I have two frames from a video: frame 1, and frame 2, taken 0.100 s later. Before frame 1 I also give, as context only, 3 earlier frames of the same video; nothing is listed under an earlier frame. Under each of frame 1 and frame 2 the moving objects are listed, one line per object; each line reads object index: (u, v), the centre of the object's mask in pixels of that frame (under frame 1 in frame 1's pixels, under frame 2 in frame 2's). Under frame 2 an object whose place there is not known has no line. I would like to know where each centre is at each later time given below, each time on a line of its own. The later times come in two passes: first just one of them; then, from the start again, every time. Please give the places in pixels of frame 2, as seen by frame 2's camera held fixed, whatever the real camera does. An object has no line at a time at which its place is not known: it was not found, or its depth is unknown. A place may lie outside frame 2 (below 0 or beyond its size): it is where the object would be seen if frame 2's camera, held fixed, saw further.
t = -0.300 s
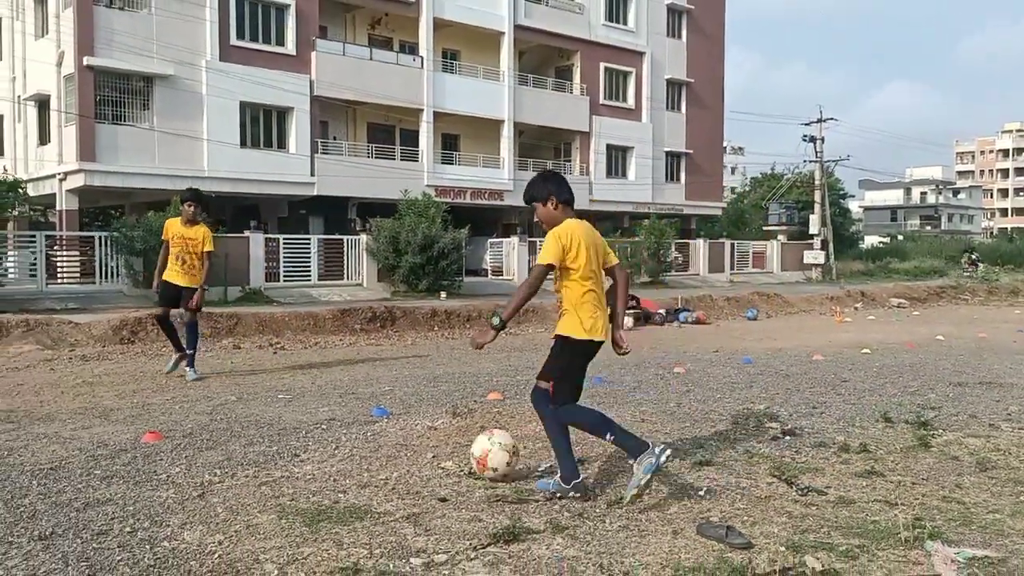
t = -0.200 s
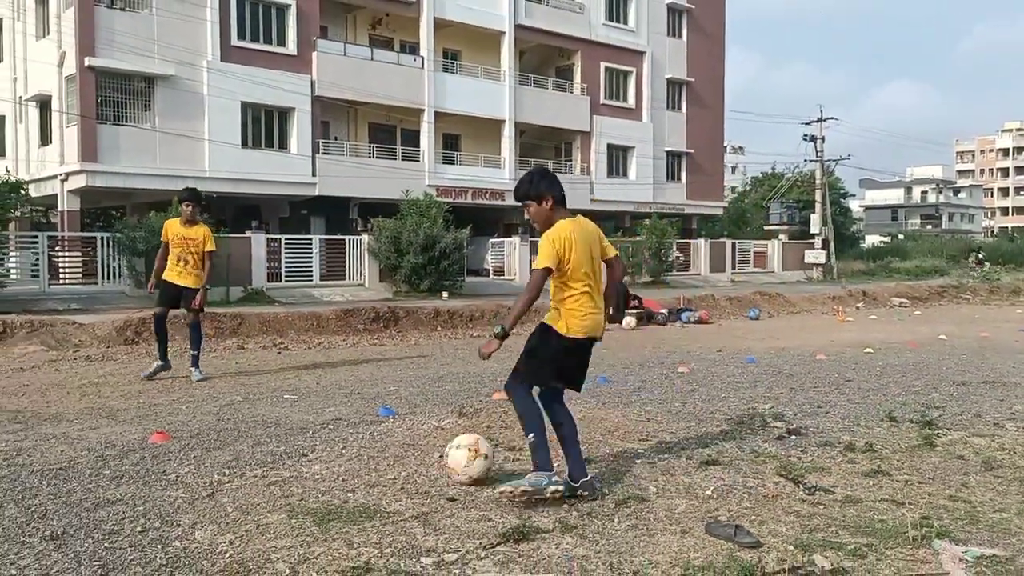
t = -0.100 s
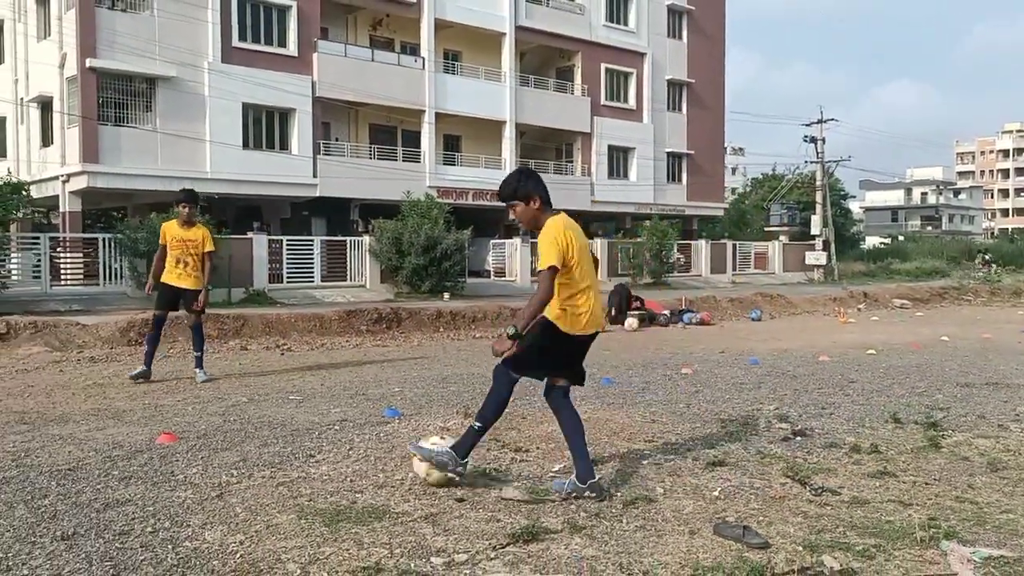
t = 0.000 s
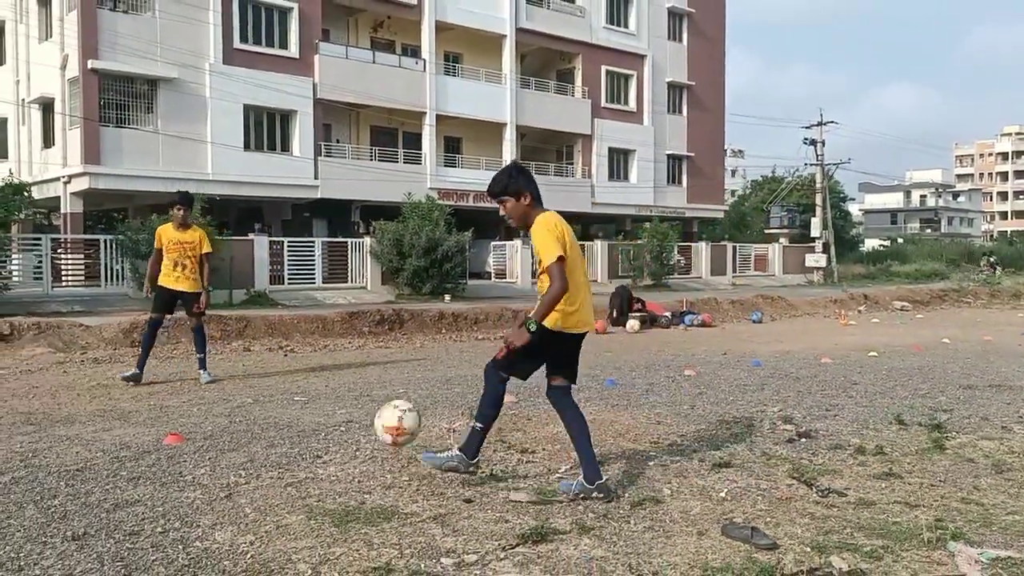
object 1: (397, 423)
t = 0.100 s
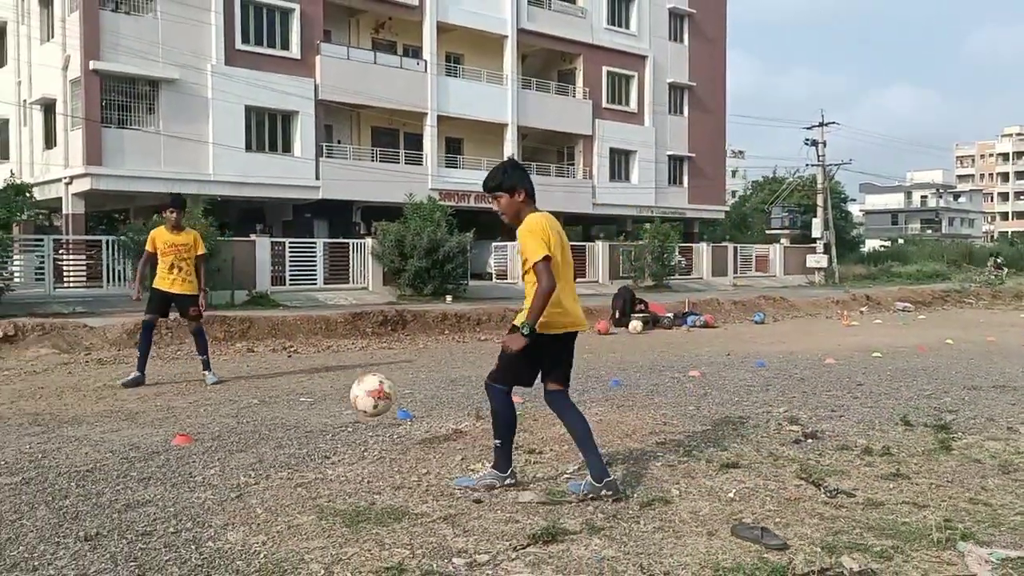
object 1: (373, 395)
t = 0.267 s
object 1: (323, 396)
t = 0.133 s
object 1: (362, 390)
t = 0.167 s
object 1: (351, 388)
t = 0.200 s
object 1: (340, 388)
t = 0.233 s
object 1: (331, 391)
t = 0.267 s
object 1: (323, 396)
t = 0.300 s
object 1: (315, 403)
